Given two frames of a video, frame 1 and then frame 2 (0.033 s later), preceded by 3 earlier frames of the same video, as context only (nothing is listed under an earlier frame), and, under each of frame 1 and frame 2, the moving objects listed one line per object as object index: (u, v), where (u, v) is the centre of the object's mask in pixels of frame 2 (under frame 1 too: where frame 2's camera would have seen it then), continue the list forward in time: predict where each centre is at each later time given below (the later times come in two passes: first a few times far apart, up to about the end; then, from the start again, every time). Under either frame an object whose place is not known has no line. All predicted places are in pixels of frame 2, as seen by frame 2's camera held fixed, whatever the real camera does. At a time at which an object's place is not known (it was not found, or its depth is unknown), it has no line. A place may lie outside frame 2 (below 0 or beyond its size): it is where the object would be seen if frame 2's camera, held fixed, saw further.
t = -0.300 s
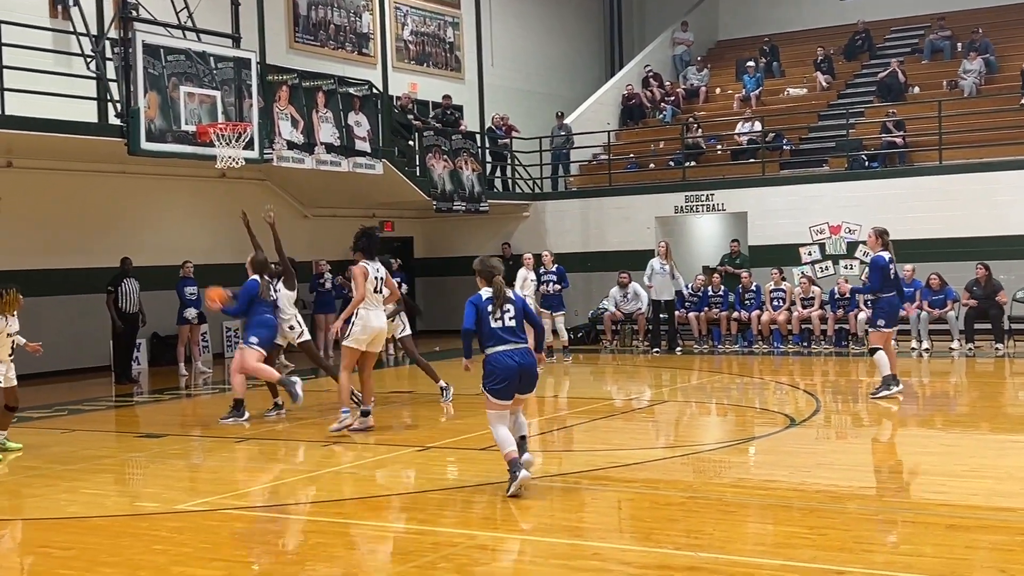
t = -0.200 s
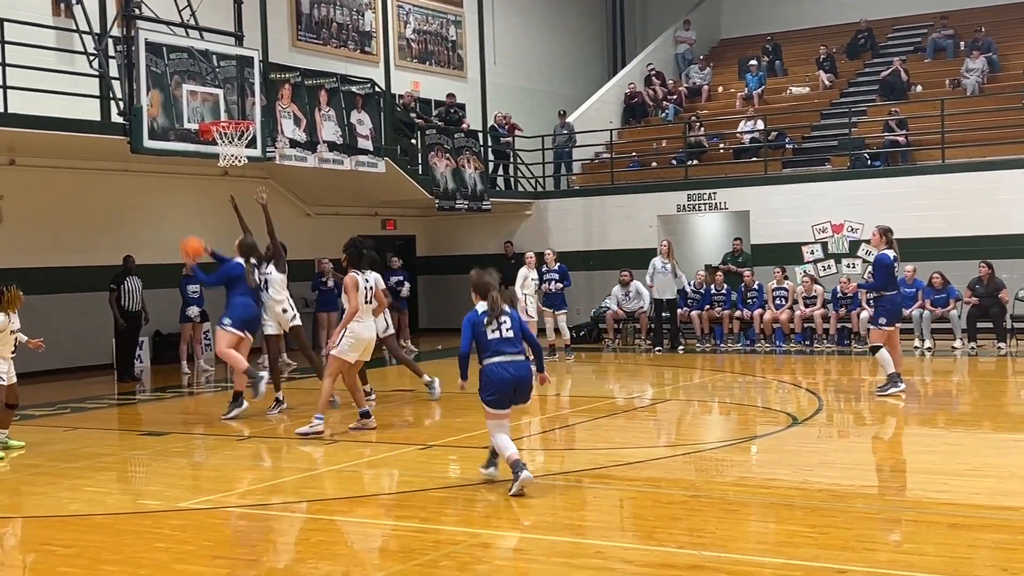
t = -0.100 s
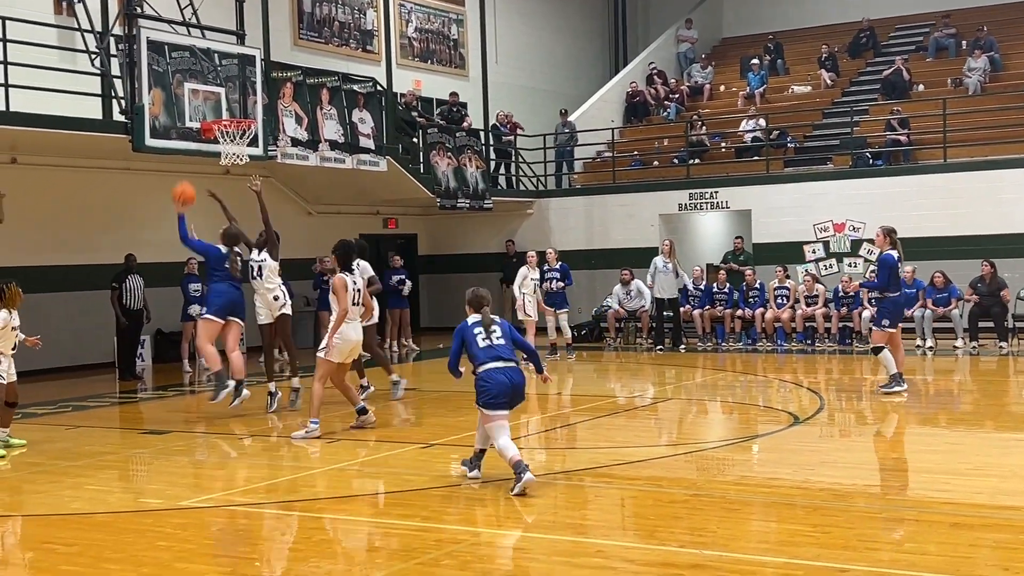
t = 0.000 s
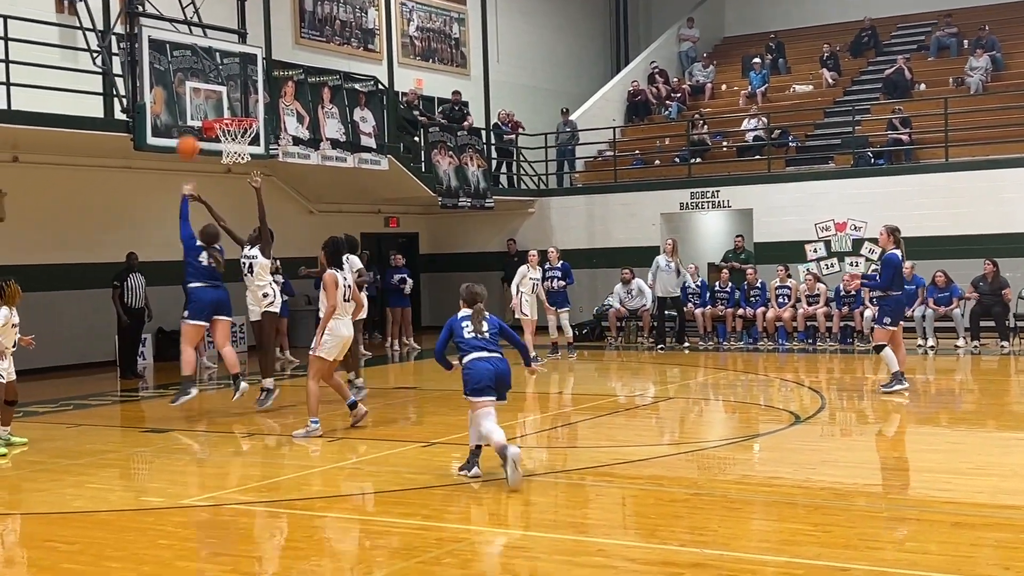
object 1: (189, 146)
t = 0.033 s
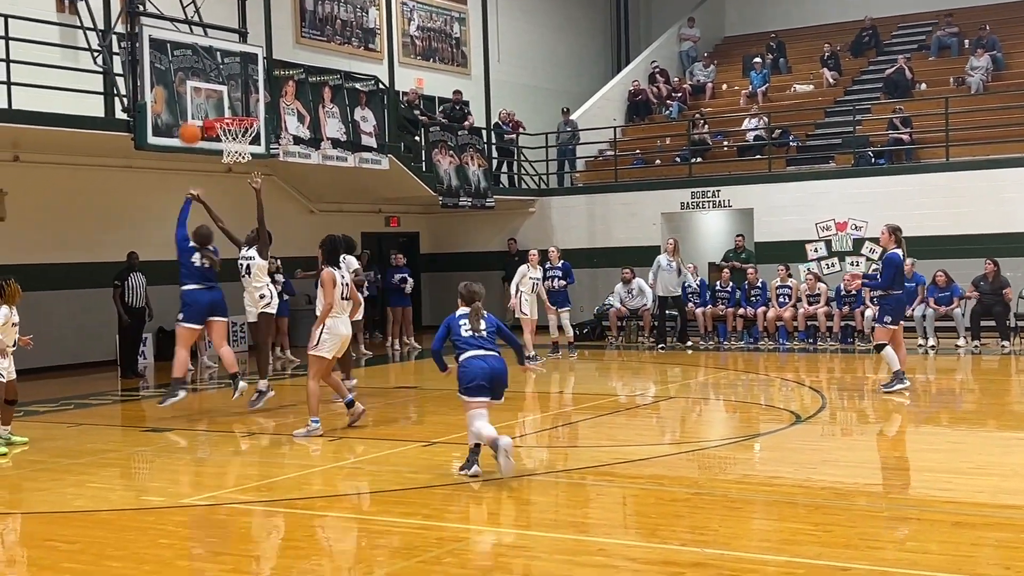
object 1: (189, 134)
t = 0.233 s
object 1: (197, 80)
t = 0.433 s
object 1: (222, 77)
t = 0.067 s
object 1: (191, 124)
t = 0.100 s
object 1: (192, 112)
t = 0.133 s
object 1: (193, 102)
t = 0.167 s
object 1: (195, 94)
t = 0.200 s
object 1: (196, 86)
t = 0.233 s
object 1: (197, 80)
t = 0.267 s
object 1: (198, 76)
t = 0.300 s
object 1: (203, 74)
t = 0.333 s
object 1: (208, 73)
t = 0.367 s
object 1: (213, 74)
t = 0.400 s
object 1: (218, 74)
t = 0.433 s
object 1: (222, 77)
